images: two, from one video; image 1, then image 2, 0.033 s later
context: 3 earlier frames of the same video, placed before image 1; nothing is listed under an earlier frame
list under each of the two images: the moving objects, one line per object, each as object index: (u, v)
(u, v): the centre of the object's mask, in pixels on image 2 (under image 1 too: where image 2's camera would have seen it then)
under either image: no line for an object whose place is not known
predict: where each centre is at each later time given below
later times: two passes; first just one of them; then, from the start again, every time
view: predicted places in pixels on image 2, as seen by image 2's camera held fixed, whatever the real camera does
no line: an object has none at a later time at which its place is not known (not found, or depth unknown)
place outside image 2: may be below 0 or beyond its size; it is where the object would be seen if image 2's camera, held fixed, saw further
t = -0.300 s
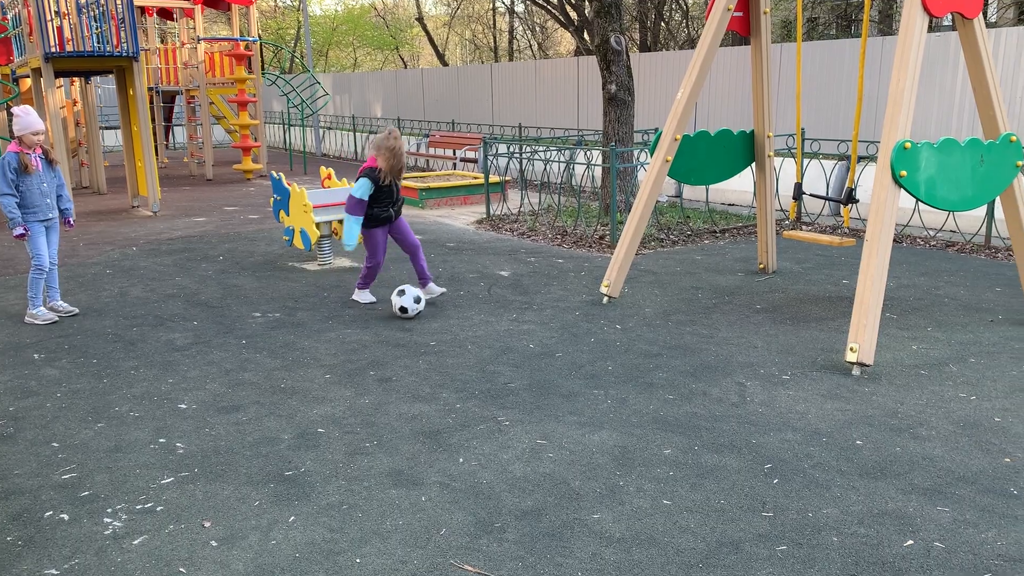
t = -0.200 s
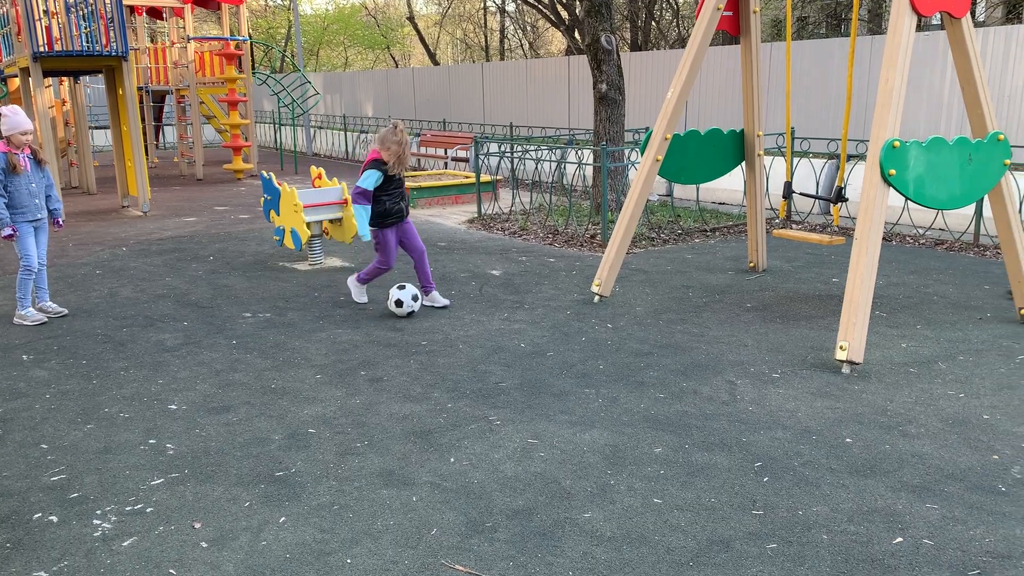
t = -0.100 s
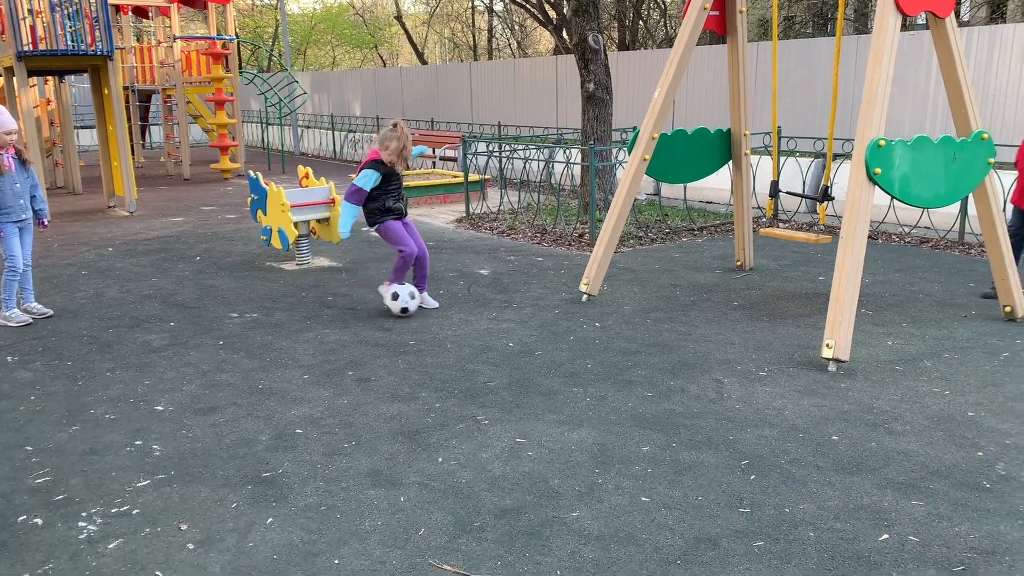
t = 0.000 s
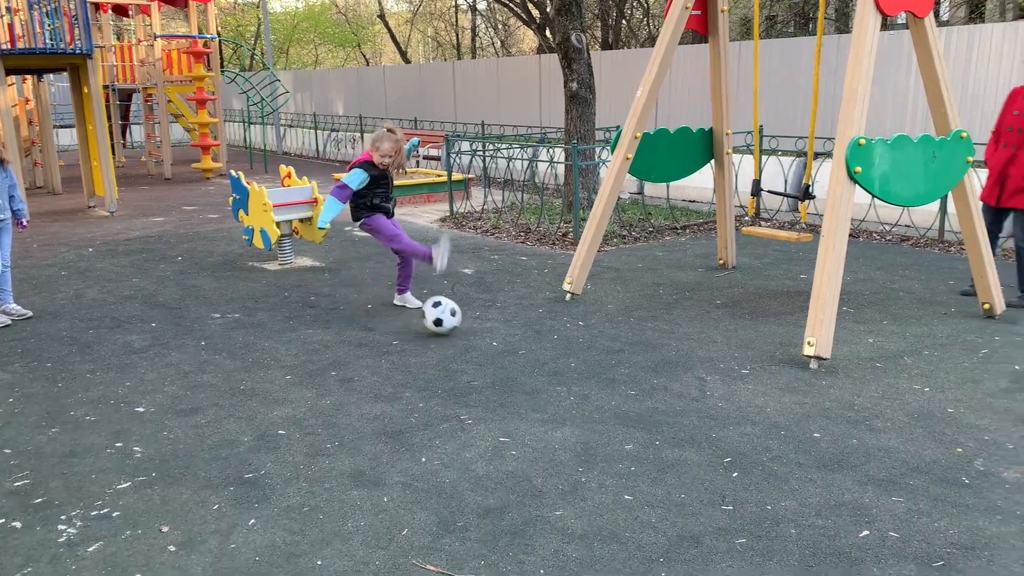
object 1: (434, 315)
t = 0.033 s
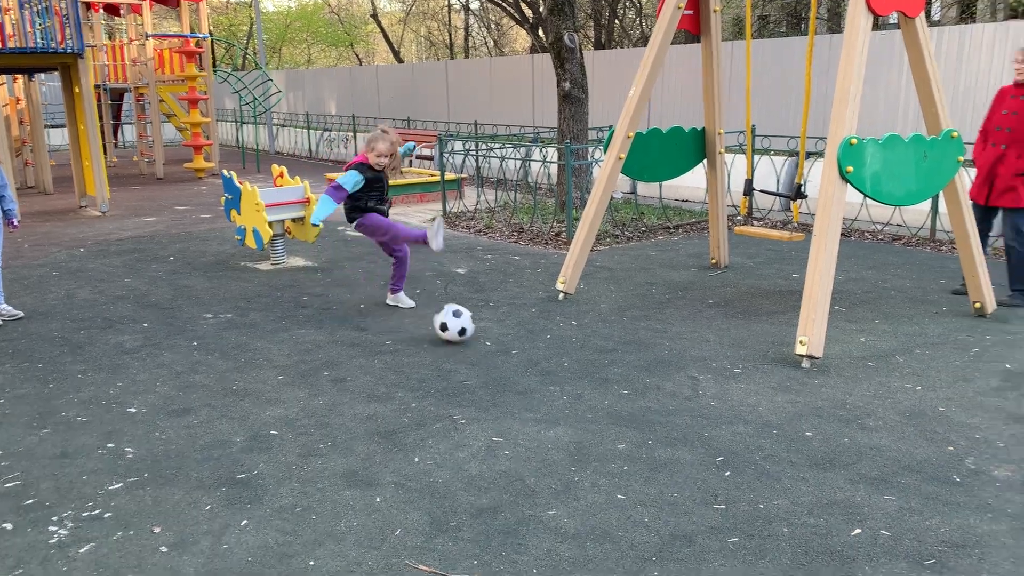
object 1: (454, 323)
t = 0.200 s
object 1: (552, 357)
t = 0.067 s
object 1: (473, 329)
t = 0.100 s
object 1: (492, 334)
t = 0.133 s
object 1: (513, 343)
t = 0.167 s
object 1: (534, 352)
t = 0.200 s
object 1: (552, 357)
